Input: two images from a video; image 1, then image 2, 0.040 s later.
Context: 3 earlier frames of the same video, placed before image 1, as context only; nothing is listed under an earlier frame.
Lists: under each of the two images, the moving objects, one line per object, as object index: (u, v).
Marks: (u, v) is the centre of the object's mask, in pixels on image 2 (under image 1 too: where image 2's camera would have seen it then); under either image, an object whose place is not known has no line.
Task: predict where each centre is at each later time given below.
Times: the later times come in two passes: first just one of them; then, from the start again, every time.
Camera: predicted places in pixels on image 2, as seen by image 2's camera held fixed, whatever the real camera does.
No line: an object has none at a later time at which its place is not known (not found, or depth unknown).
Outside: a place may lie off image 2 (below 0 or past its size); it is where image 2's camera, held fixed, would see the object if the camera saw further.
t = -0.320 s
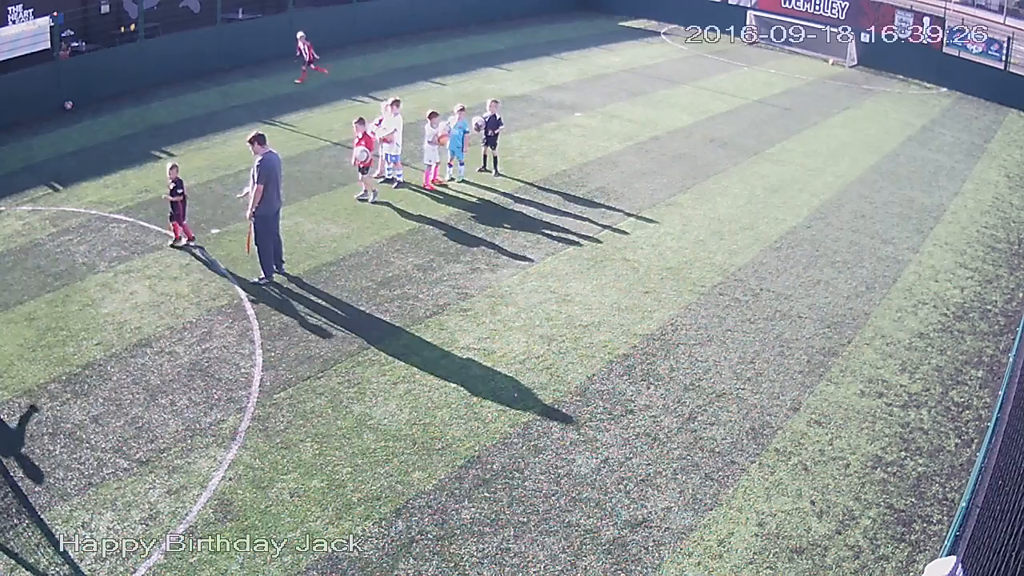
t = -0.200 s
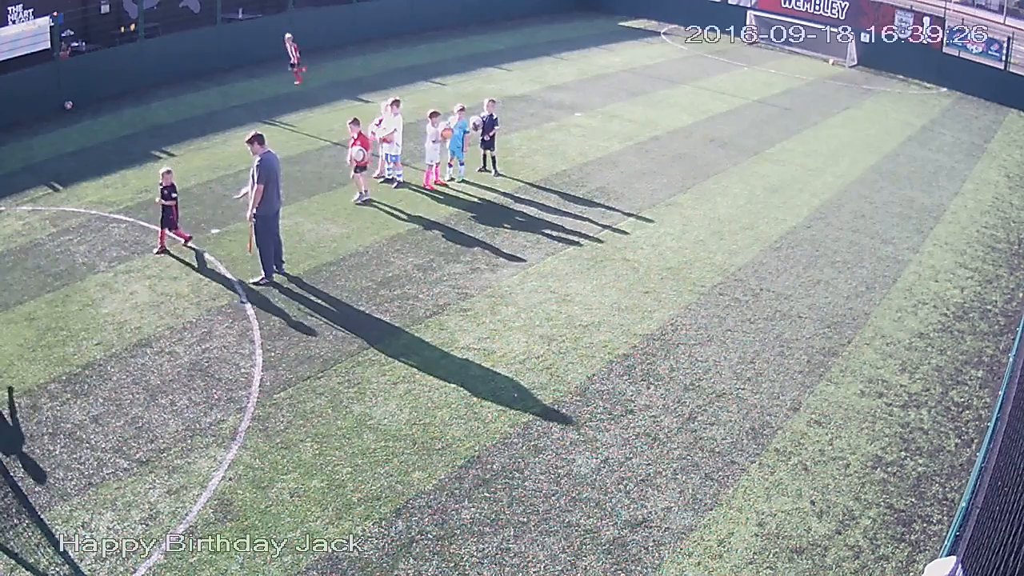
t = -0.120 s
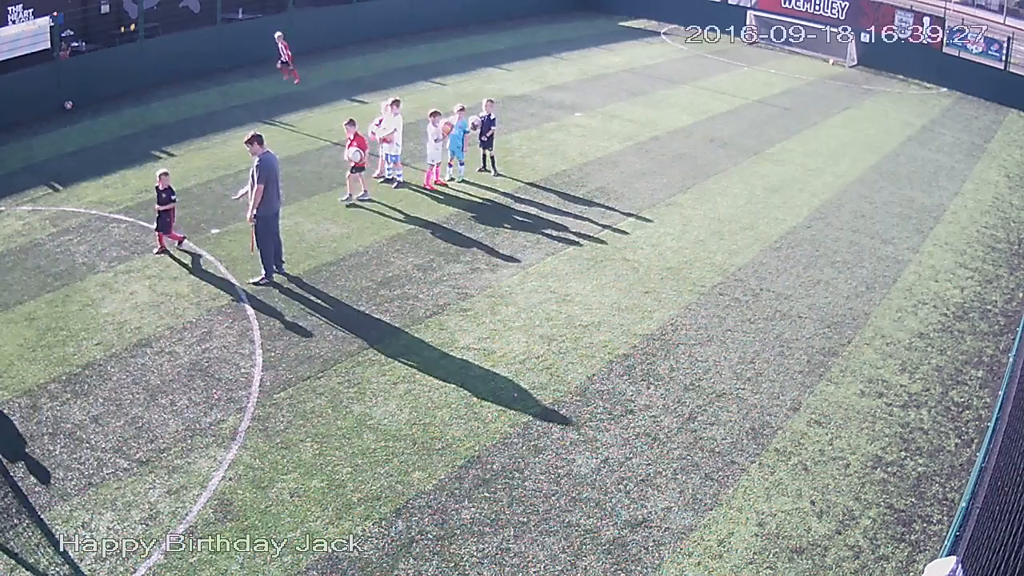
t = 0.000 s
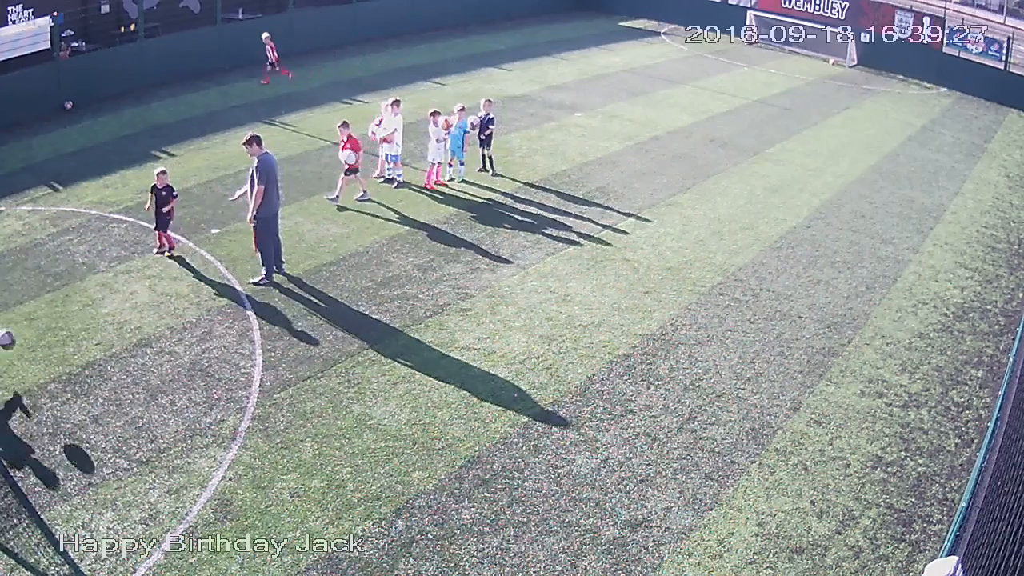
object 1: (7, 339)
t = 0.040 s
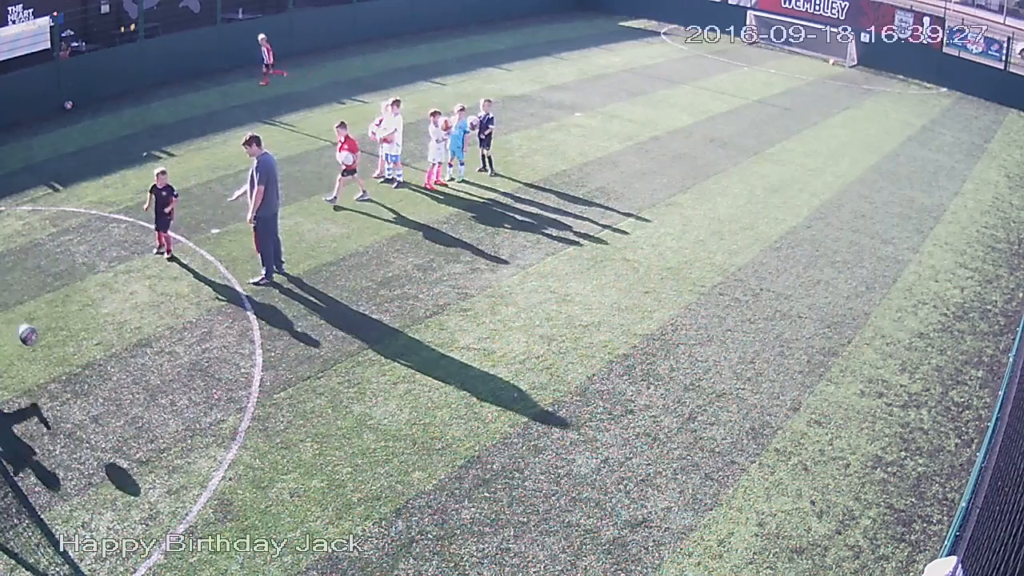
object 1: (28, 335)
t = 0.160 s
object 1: (102, 330)
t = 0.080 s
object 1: (50, 332)
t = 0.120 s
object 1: (75, 330)
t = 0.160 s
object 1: (102, 330)
